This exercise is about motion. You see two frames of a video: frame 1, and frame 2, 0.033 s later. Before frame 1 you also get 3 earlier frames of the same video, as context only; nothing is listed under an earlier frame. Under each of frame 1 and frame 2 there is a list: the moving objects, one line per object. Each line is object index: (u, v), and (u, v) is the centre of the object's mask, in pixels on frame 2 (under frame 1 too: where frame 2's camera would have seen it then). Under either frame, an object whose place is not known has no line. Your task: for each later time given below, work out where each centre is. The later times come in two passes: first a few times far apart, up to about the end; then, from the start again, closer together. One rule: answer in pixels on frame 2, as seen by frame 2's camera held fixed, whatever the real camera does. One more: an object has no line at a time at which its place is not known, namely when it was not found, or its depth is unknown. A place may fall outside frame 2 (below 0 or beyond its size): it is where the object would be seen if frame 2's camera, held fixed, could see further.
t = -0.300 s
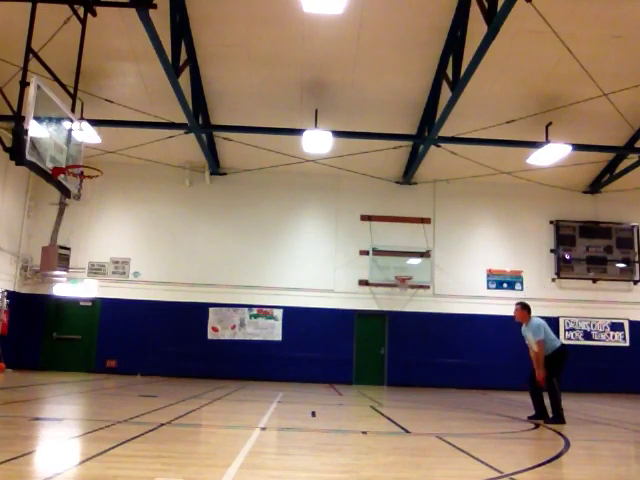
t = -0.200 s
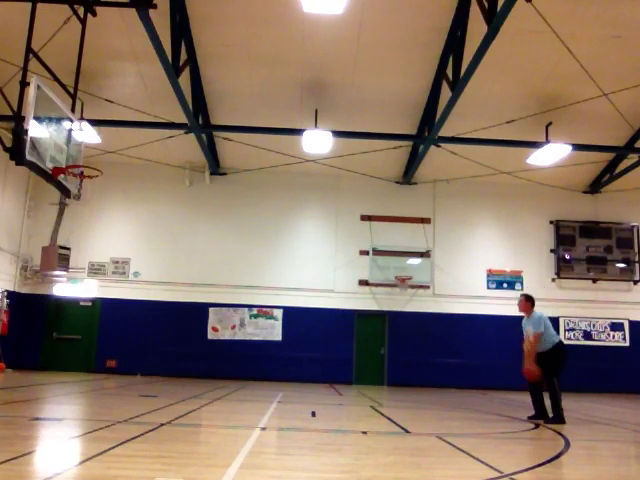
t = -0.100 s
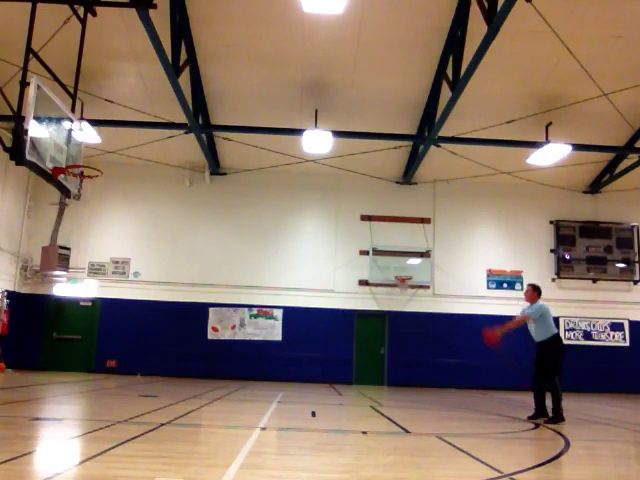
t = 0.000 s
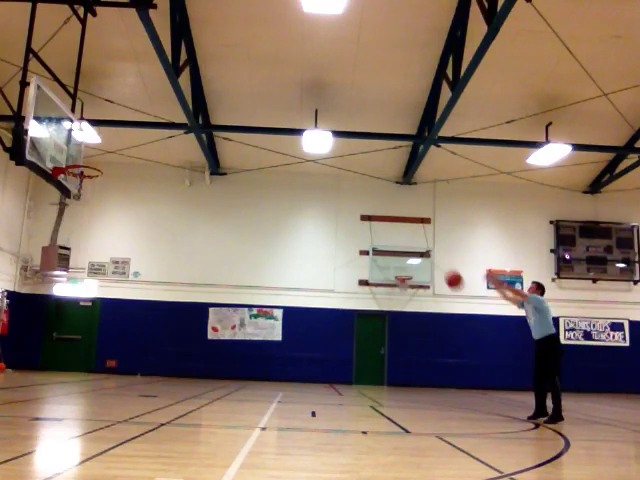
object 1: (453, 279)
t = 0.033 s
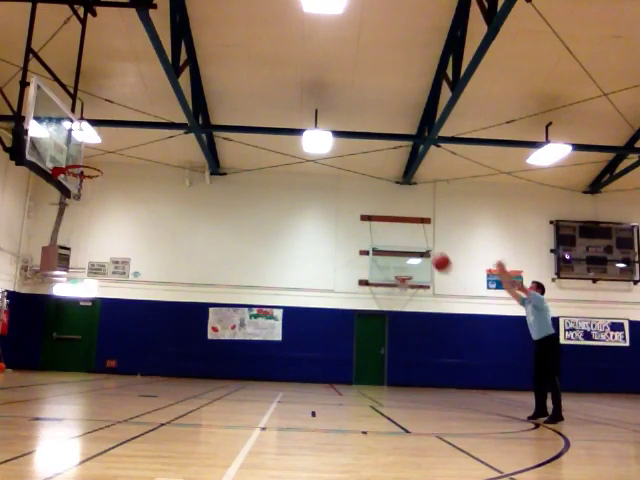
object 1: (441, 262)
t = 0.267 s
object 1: (360, 170)
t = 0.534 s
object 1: (273, 116)
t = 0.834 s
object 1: (175, 114)
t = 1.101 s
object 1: (86, 161)
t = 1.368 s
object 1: (98, 227)
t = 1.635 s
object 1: (118, 323)
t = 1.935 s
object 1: (147, 343)
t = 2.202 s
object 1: (178, 296)
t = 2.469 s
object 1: (202, 301)
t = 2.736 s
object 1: (223, 356)
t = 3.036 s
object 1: (248, 362)
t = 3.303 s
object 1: (270, 346)
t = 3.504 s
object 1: (285, 367)
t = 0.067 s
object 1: (429, 246)
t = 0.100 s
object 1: (418, 231)
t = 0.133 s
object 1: (407, 217)
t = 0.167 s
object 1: (394, 204)
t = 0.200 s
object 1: (383, 191)
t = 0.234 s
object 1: (372, 180)
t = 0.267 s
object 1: (360, 170)
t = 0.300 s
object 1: (349, 160)
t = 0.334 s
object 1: (339, 152)
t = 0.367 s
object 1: (330, 145)
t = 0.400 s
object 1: (316, 133)
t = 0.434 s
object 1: (304, 128)
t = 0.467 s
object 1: (295, 124)
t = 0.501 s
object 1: (284, 119)
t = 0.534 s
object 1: (273, 116)
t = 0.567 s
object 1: (262, 113)
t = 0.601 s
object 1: (252, 110)
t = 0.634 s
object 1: (241, 109)
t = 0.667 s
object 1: (230, 108)
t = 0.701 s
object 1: (219, 108)
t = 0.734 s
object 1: (208, 108)
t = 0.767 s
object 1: (199, 109)
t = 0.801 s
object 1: (188, 112)
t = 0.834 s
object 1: (175, 114)
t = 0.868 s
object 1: (165, 117)
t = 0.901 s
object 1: (153, 121)
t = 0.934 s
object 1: (143, 127)
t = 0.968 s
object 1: (132, 132)
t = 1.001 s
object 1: (120, 138)
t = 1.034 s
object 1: (109, 145)
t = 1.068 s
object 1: (98, 153)
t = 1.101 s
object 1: (86, 161)
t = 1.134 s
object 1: (75, 171)
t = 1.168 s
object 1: (76, 179)
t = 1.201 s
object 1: (82, 190)
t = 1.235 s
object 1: (86, 197)
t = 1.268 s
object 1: (90, 203)
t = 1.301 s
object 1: (93, 210)
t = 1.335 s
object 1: (96, 218)
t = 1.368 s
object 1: (98, 227)
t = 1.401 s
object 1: (101, 236)
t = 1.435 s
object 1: (104, 246)
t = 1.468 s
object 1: (106, 257)
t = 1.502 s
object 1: (108, 269)
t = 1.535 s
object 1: (111, 282)
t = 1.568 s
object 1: (114, 296)
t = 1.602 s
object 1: (116, 309)
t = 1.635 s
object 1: (118, 323)
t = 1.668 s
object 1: (120, 339)
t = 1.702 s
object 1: (122, 356)
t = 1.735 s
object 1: (124, 372)
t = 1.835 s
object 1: (134, 375)
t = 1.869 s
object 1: (138, 364)
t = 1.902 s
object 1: (143, 353)
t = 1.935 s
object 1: (147, 343)
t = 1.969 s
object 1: (151, 334)
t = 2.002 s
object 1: (155, 325)
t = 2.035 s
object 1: (159, 318)
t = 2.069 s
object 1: (163, 312)
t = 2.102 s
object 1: (167, 307)
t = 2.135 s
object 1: (170, 302)
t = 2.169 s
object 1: (174, 299)
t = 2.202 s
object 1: (178, 296)
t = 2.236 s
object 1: (181, 293)
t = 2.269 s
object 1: (185, 292)
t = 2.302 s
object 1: (188, 291)
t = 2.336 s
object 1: (191, 292)
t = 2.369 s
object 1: (194, 293)
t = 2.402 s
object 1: (197, 295)
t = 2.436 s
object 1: (200, 298)
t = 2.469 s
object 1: (202, 301)
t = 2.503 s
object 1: (205, 305)
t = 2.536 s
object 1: (208, 310)
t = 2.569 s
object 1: (211, 315)
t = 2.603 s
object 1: (214, 322)
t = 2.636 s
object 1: (216, 329)
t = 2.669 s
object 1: (218, 337)
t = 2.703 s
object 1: (221, 347)
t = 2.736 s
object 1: (223, 356)
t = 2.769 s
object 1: (225, 366)
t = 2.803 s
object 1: (228, 376)
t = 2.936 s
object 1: (239, 382)
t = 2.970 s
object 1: (242, 375)
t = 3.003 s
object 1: (245, 368)
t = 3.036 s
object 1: (248, 362)
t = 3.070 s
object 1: (251, 358)
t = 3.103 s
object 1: (254, 354)
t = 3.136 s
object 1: (257, 350)
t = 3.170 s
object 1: (260, 348)
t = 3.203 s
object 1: (262, 346)
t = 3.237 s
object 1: (265, 346)
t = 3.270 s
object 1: (268, 345)
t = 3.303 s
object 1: (270, 346)
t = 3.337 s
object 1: (273, 348)
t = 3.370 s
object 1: (275, 350)
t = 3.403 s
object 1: (278, 353)
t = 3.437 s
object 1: (280, 357)
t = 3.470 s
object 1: (282, 362)
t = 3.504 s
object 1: (285, 367)
